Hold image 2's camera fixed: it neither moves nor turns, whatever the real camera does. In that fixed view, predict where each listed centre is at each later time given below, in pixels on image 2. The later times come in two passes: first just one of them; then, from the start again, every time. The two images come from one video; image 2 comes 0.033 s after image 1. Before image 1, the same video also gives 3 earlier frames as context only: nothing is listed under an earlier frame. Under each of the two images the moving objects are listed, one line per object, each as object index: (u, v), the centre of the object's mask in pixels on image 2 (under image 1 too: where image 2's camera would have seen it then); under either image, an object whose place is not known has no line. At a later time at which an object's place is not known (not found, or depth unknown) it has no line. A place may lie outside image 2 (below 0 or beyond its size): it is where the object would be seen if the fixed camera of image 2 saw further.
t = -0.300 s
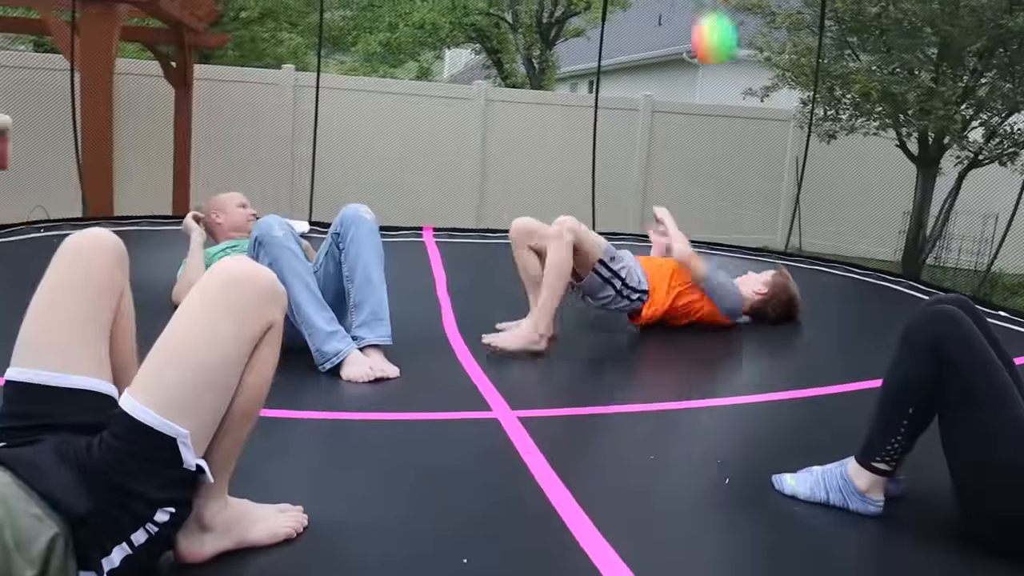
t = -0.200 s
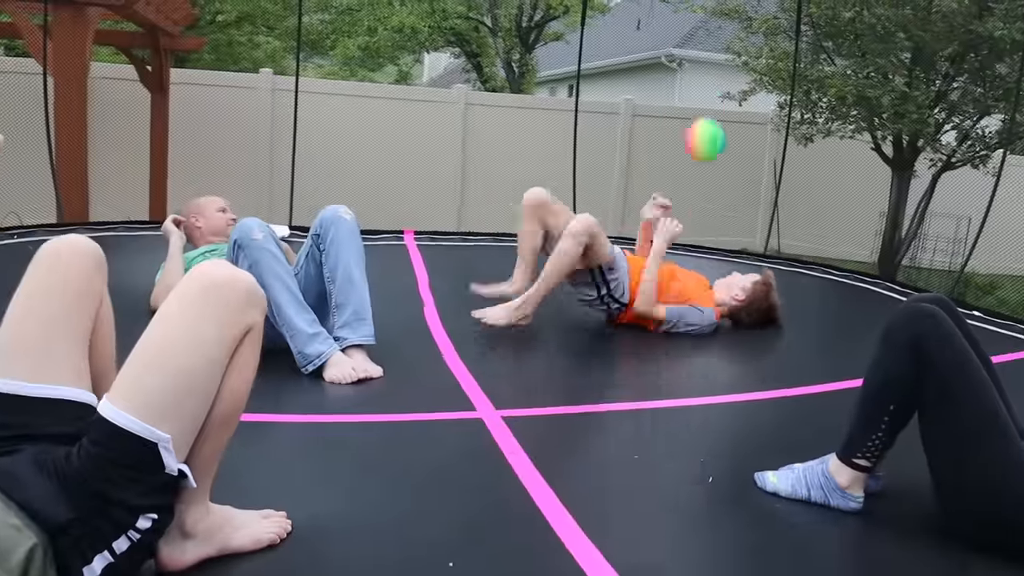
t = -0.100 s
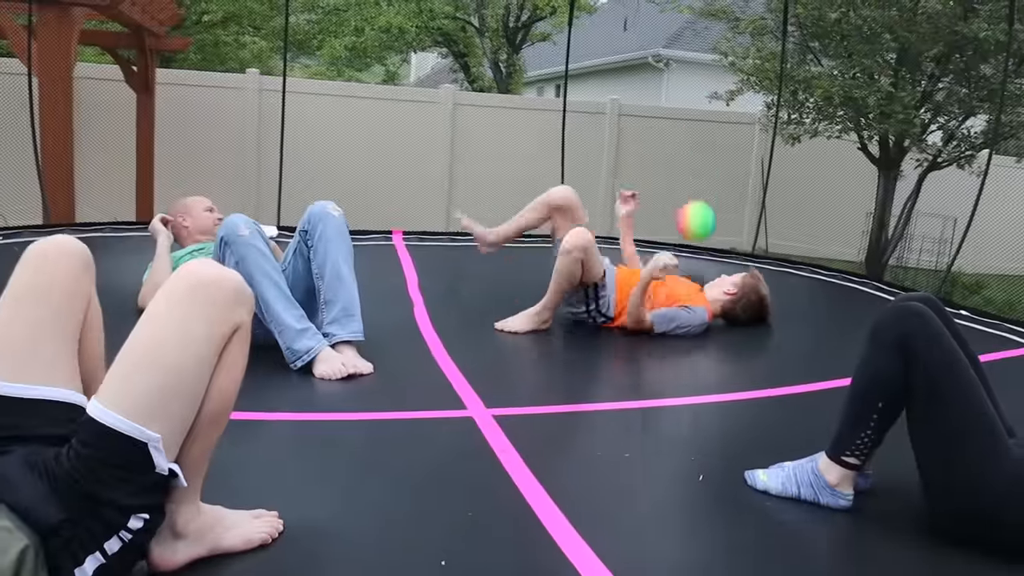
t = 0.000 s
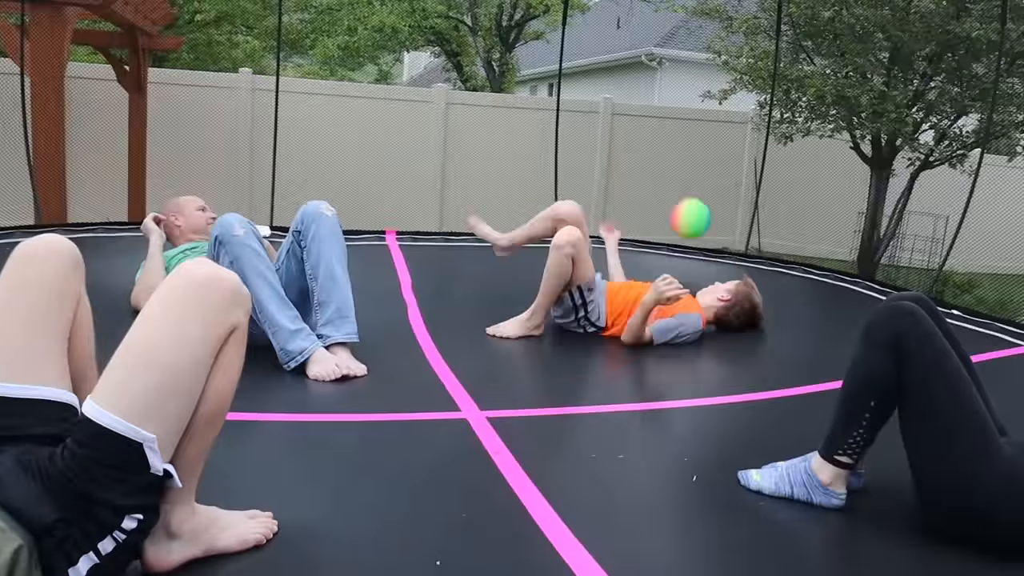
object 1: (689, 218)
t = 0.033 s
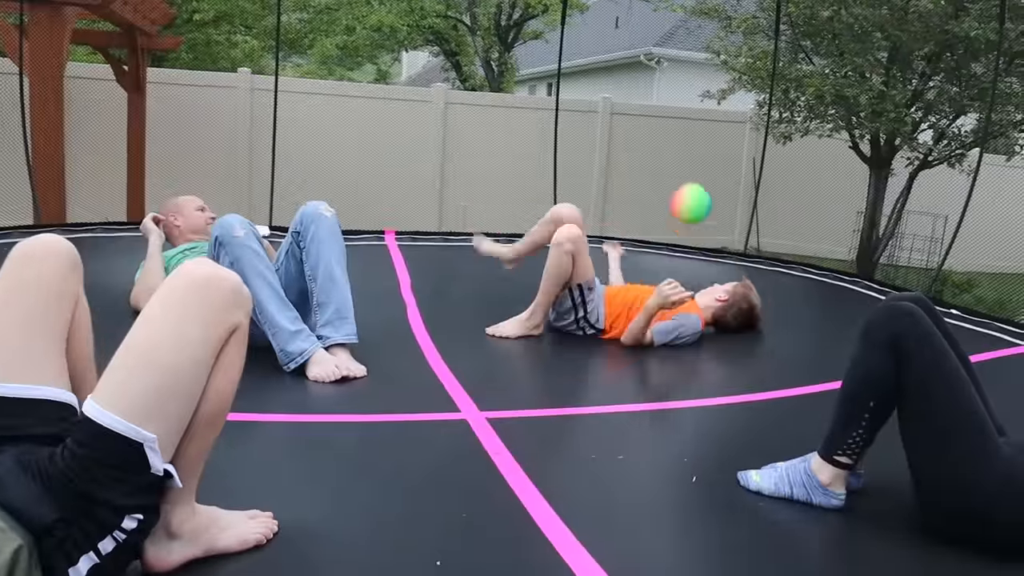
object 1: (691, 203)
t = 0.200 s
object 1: (695, 155)
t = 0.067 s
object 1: (693, 191)
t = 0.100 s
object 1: (694, 179)
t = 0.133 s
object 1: (694, 169)
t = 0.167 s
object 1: (695, 161)
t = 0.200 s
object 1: (695, 155)
